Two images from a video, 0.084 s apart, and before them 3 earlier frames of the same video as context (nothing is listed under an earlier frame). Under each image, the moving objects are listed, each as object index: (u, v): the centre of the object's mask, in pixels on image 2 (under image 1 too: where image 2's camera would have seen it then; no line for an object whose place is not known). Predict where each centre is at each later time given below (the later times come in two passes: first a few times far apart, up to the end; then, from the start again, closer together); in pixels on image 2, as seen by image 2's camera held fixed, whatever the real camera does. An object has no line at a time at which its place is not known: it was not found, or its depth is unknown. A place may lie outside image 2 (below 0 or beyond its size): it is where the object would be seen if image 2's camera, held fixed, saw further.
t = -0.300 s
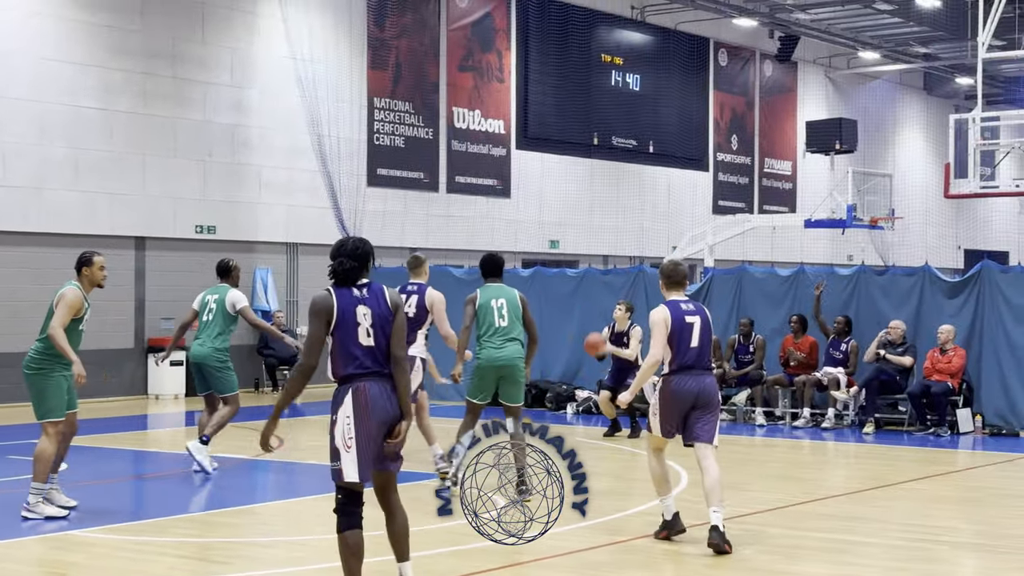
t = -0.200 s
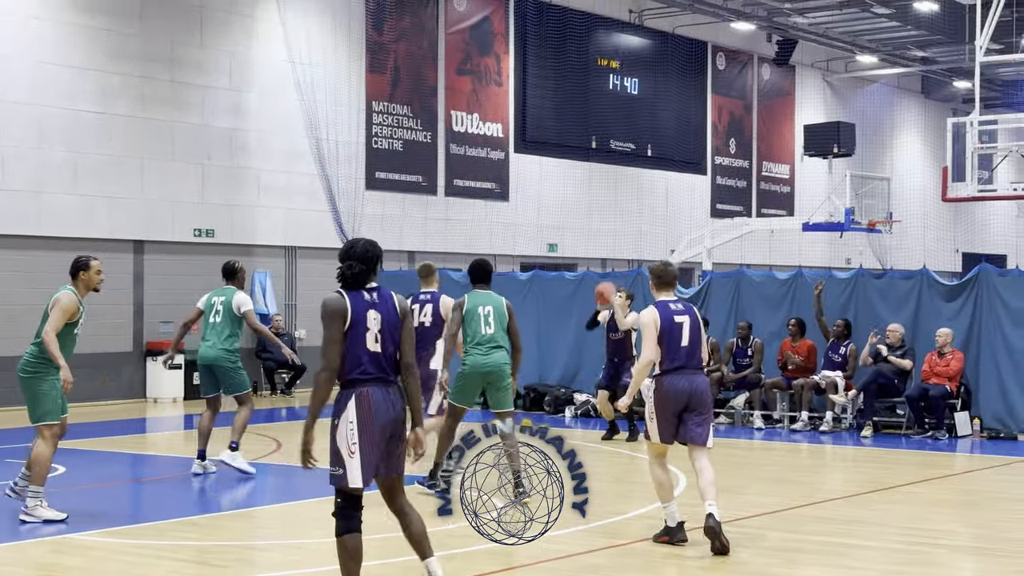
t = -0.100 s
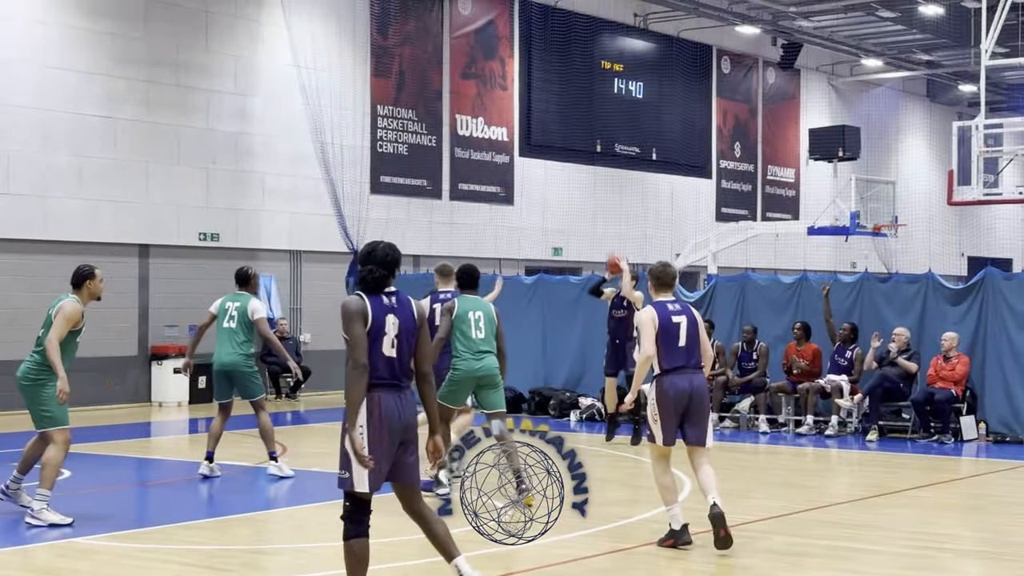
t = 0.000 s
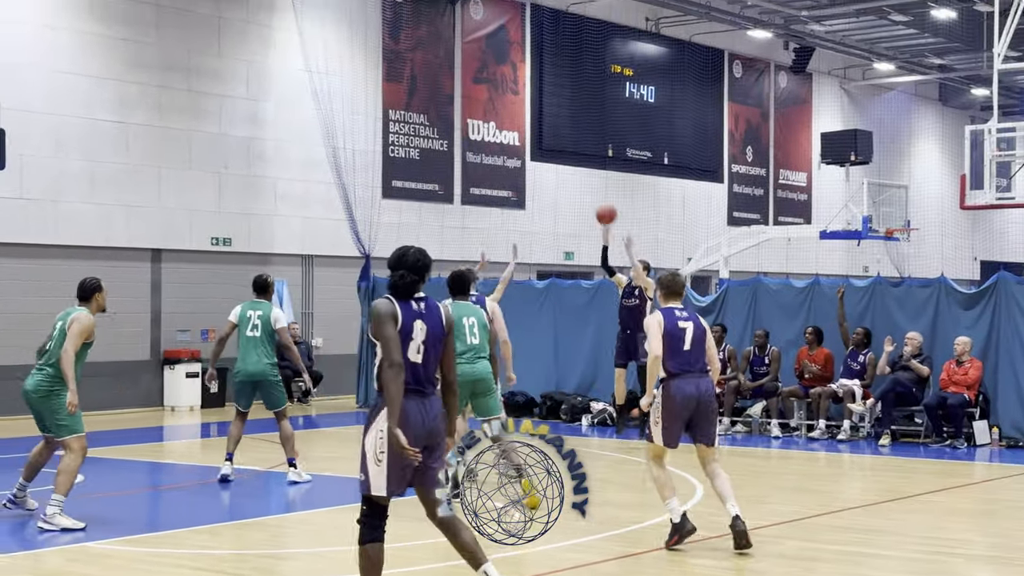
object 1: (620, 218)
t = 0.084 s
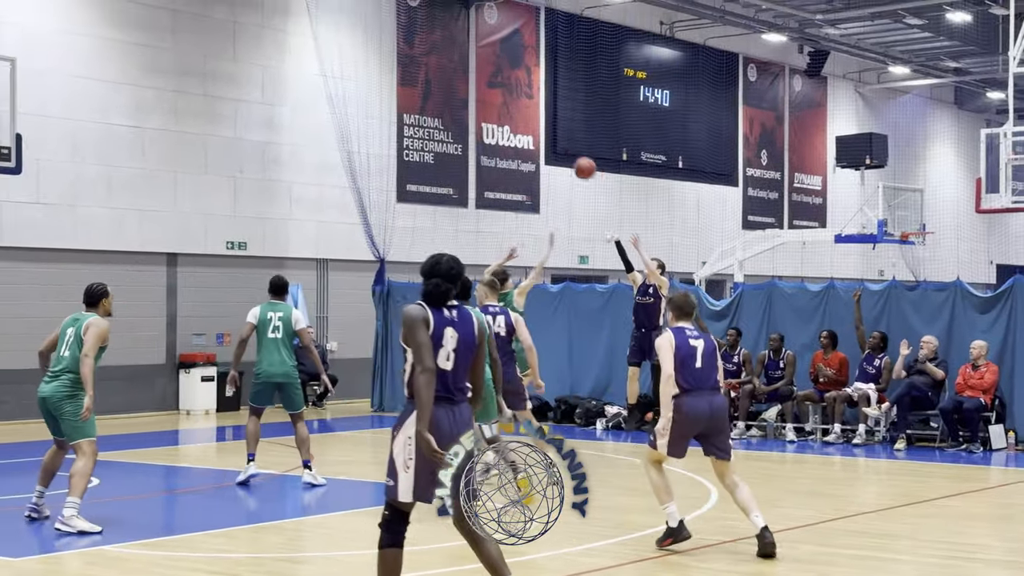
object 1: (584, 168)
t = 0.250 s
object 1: (511, 86)
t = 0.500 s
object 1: (396, 4)
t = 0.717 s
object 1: (291, -23)
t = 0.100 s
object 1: (577, 159)
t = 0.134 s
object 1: (563, 141)
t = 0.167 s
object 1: (549, 125)
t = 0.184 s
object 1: (541, 118)
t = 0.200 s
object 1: (534, 109)
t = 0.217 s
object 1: (527, 101)
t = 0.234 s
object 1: (519, 94)
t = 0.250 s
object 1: (511, 86)
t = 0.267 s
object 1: (504, 78)
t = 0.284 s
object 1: (497, 72)
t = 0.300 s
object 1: (489, 64)
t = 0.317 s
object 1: (481, 58)
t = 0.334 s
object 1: (474, 53)
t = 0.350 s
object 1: (467, 46)
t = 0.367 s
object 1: (460, 40)
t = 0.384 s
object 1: (452, 35)
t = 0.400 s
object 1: (444, 29)
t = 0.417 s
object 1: (436, 26)
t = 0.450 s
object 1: (421, 14)
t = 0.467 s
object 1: (413, 11)
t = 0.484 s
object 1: (405, 8)
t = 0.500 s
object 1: (396, 4)
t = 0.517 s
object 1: (389, 0)
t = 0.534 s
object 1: (381, -3)
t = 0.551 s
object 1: (373, -6)
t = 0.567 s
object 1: (365, -9)
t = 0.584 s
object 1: (357, -11)
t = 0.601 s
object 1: (349, -14)
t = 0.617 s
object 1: (340, -16)
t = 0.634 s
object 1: (332, -18)
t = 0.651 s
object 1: (324, -20)
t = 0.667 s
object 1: (316, -21)
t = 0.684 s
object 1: (308, -22)
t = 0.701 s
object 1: (300, -23)
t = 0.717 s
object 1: (291, -23)
